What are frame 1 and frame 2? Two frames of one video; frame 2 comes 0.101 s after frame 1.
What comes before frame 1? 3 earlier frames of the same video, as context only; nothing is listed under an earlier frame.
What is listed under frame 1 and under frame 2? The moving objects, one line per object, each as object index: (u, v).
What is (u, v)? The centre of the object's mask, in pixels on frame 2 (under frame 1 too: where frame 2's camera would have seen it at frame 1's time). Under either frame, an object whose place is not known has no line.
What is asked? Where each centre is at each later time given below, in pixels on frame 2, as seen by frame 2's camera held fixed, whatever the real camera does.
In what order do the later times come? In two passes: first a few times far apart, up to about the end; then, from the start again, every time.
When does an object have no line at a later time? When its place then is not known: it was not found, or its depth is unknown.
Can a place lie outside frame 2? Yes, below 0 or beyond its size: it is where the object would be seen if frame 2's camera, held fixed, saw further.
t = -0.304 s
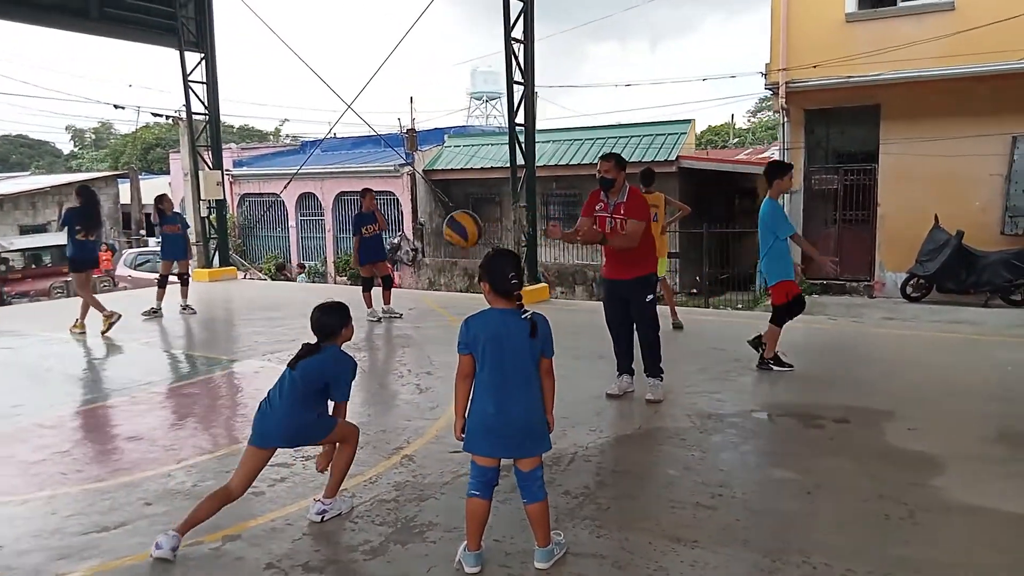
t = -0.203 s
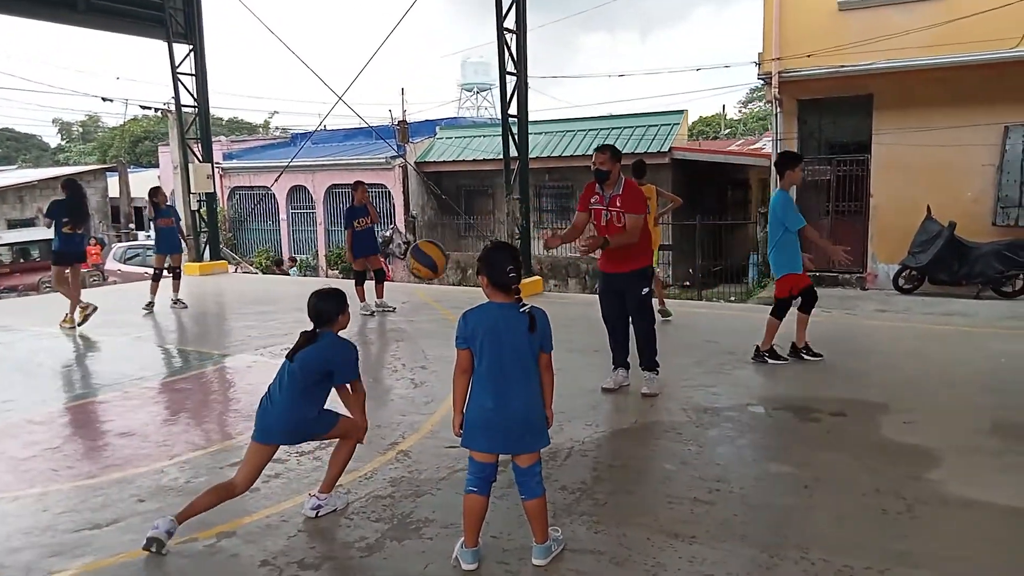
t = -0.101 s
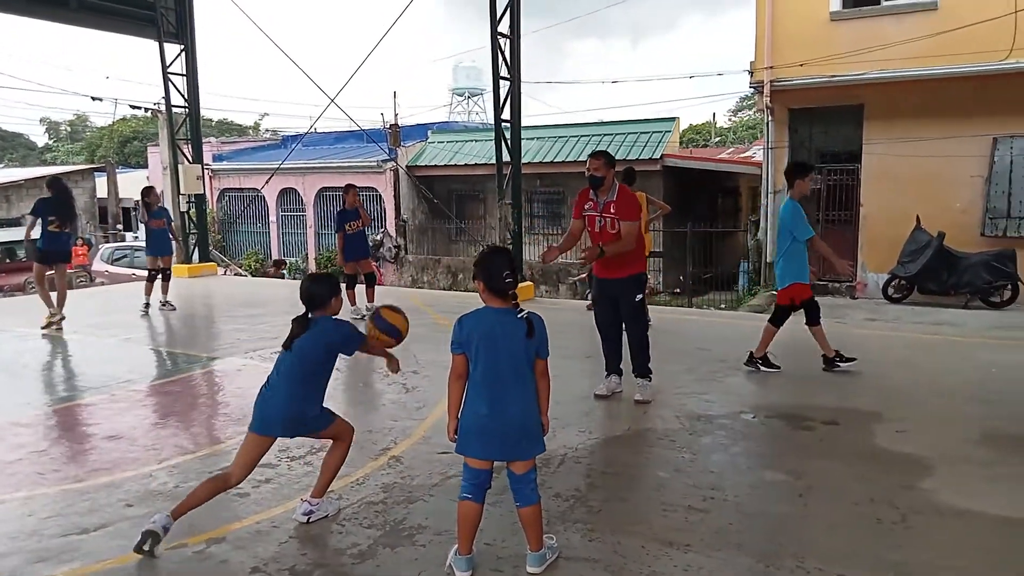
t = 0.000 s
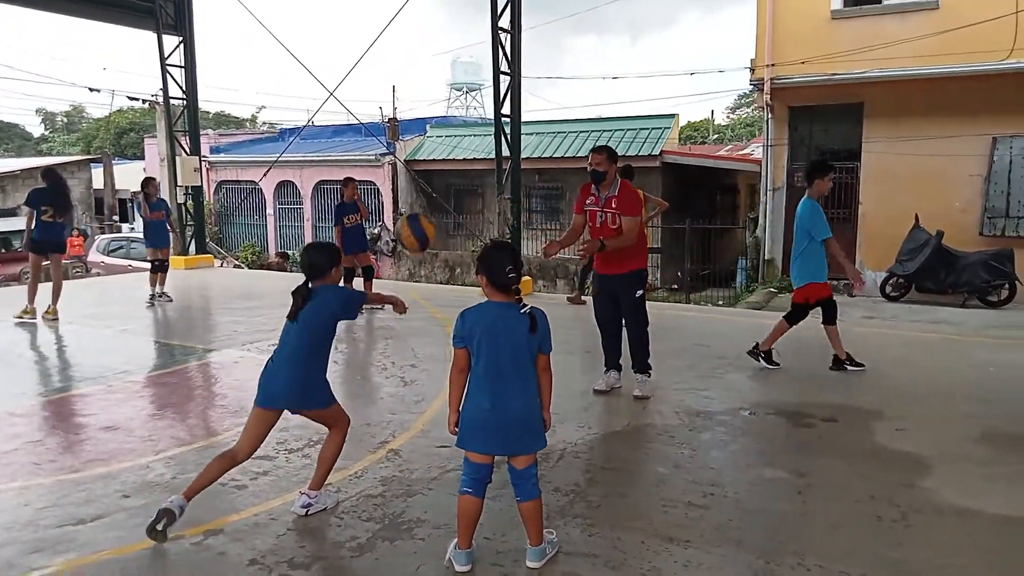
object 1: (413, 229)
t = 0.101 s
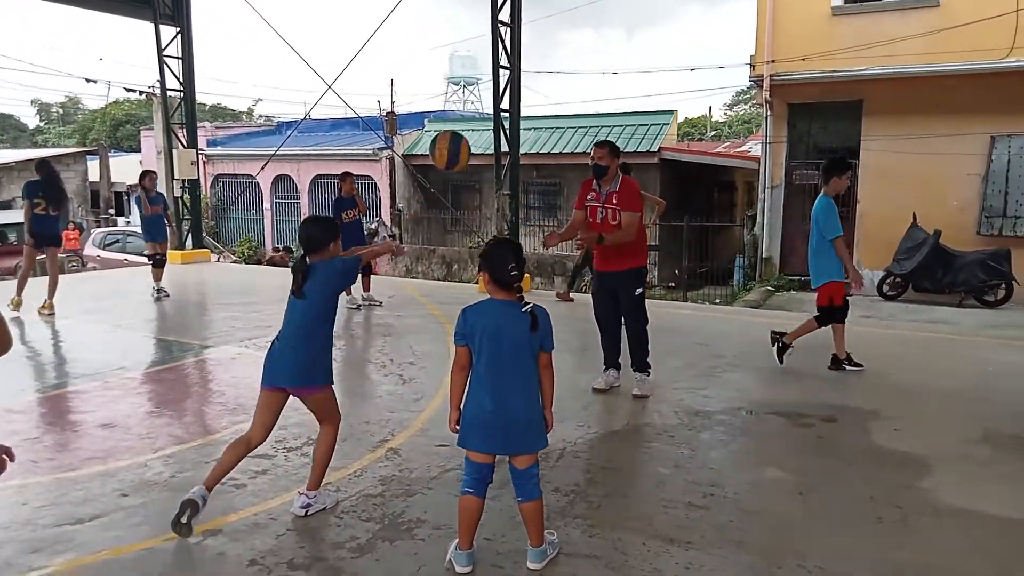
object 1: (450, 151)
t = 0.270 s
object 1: (507, 73)
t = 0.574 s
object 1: (590, 74)
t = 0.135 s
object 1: (462, 130)
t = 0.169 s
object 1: (473, 112)
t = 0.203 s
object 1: (485, 97)
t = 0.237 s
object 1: (496, 83)
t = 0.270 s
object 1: (507, 73)
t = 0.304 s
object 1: (518, 64)
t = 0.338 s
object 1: (528, 57)
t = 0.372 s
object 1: (538, 53)
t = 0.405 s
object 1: (546, 52)
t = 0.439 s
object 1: (555, 53)
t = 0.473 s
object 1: (564, 56)
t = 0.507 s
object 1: (573, 60)
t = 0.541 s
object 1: (582, 66)
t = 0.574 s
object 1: (590, 74)
